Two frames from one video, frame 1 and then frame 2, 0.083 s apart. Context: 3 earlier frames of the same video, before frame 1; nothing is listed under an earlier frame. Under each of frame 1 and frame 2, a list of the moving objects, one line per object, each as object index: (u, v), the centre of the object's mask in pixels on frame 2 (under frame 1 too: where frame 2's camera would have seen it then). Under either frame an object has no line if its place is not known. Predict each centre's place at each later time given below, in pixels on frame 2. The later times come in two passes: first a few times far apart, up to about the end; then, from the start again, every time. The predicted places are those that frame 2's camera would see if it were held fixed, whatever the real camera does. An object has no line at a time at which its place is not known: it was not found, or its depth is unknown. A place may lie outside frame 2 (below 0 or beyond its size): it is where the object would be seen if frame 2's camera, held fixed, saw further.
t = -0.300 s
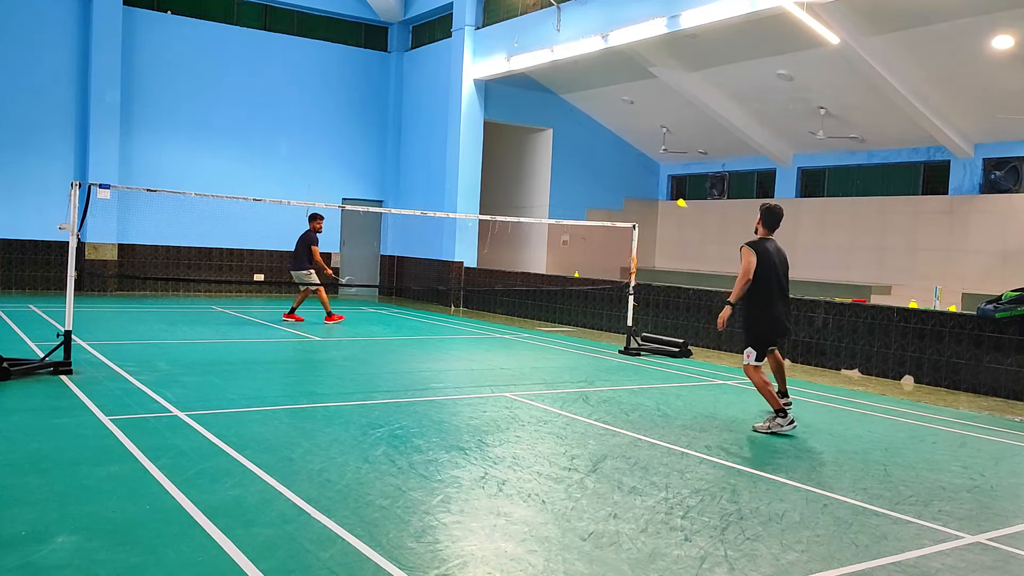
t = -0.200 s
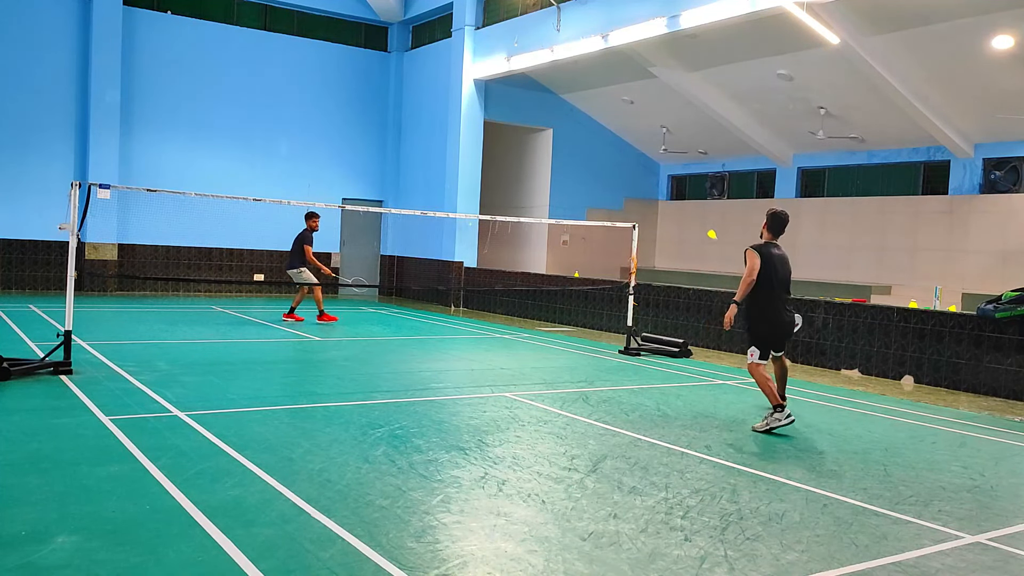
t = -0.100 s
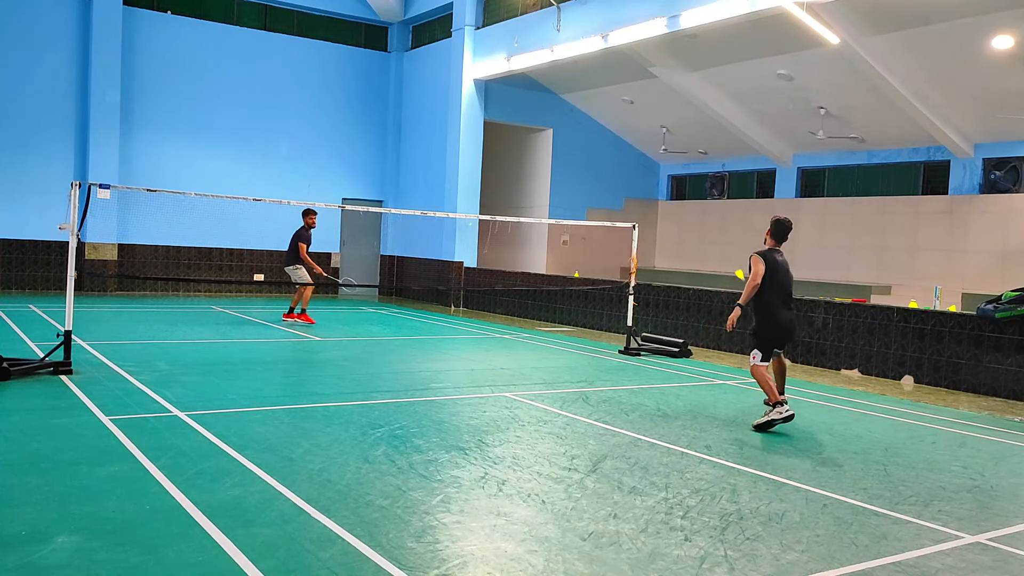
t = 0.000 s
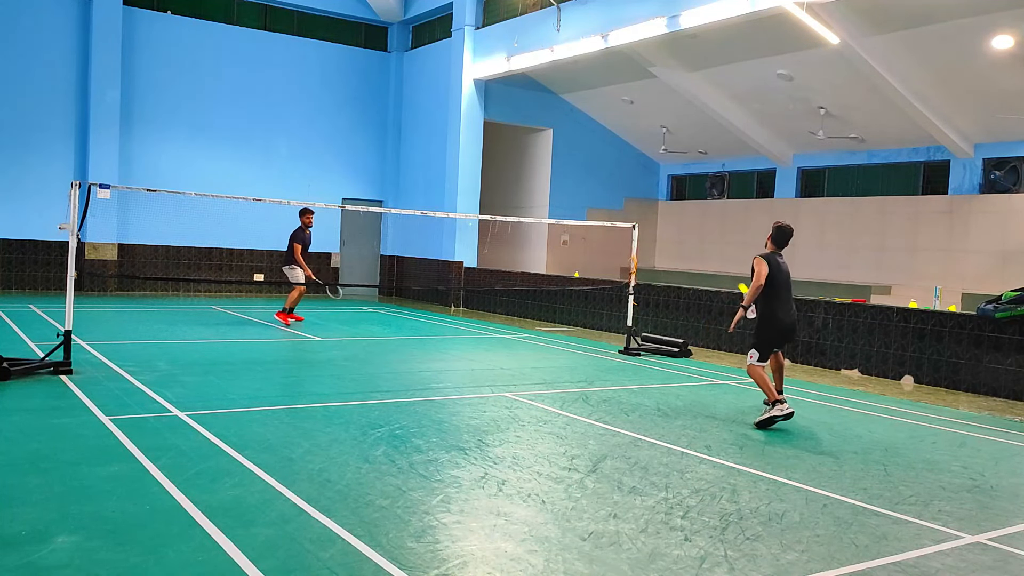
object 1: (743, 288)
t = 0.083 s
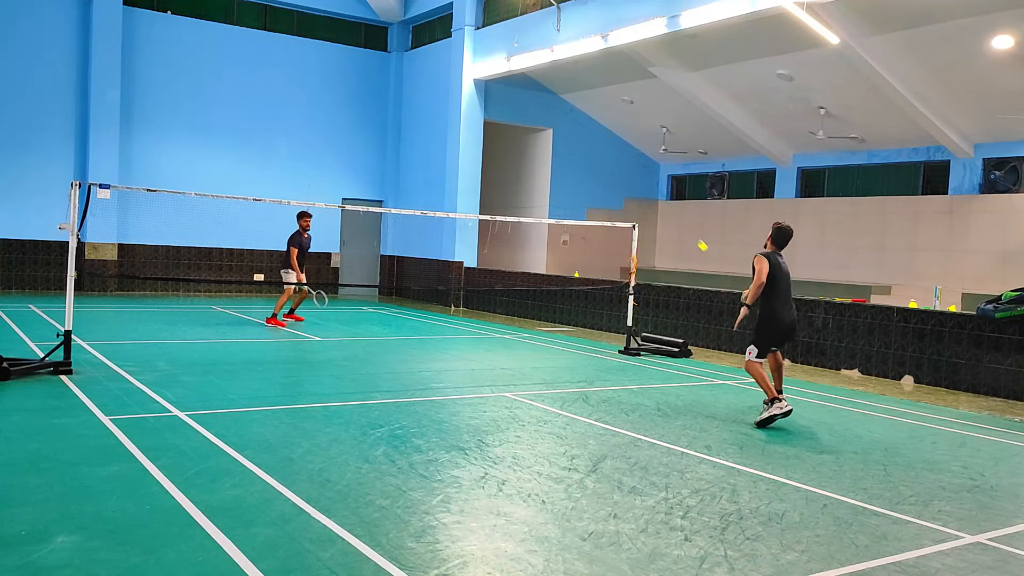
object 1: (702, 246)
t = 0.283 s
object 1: (632, 186)
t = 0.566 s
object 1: (561, 183)
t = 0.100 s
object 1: (695, 238)
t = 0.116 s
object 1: (688, 231)
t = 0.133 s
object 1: (682, 225)
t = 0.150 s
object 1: (676, 219)
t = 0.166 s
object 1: (670, 213)
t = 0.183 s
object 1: (664, 207)
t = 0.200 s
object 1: (657, 202)
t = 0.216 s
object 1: (652, 197)
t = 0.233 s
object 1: (646, 193)
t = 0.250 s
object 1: (641, 191)
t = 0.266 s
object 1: (636, 188)
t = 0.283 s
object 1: (632, 186)
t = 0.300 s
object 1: (627, 184)
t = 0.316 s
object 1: (622, 182)
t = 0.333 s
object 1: (618, 181)
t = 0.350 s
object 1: (613, 179)
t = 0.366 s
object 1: (608, 178)
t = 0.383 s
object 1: (604, 177)
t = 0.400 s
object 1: (600, 177)
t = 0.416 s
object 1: (596, 176)
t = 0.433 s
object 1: (592, 176)
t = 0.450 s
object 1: (588, 176)
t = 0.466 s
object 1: (584, 176)
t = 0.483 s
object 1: (580, 177)
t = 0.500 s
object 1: (576, 178)
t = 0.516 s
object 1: (572, 179)
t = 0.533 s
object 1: (568, 180)
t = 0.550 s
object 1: (565, 181)
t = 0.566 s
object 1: (561, 183)
